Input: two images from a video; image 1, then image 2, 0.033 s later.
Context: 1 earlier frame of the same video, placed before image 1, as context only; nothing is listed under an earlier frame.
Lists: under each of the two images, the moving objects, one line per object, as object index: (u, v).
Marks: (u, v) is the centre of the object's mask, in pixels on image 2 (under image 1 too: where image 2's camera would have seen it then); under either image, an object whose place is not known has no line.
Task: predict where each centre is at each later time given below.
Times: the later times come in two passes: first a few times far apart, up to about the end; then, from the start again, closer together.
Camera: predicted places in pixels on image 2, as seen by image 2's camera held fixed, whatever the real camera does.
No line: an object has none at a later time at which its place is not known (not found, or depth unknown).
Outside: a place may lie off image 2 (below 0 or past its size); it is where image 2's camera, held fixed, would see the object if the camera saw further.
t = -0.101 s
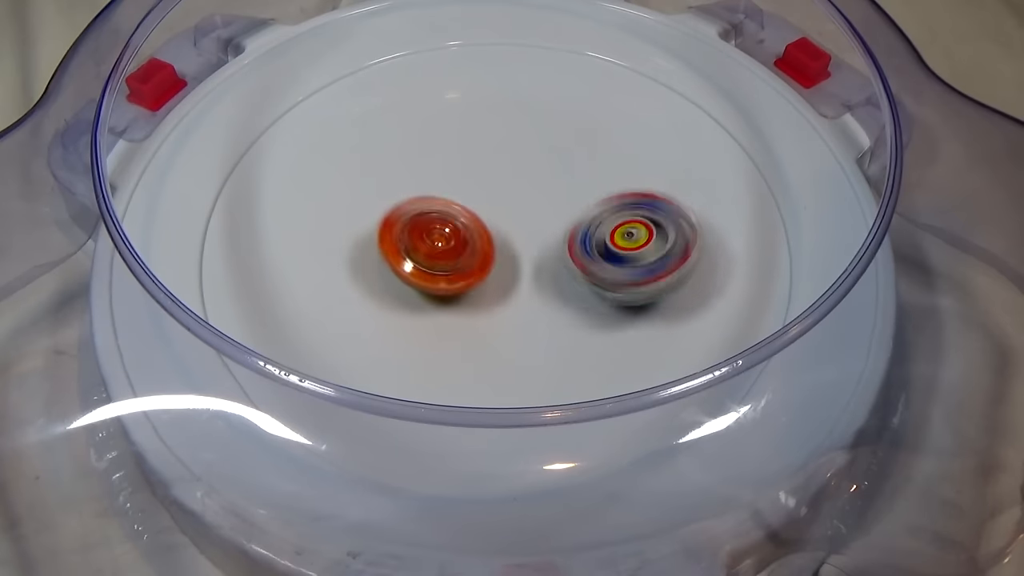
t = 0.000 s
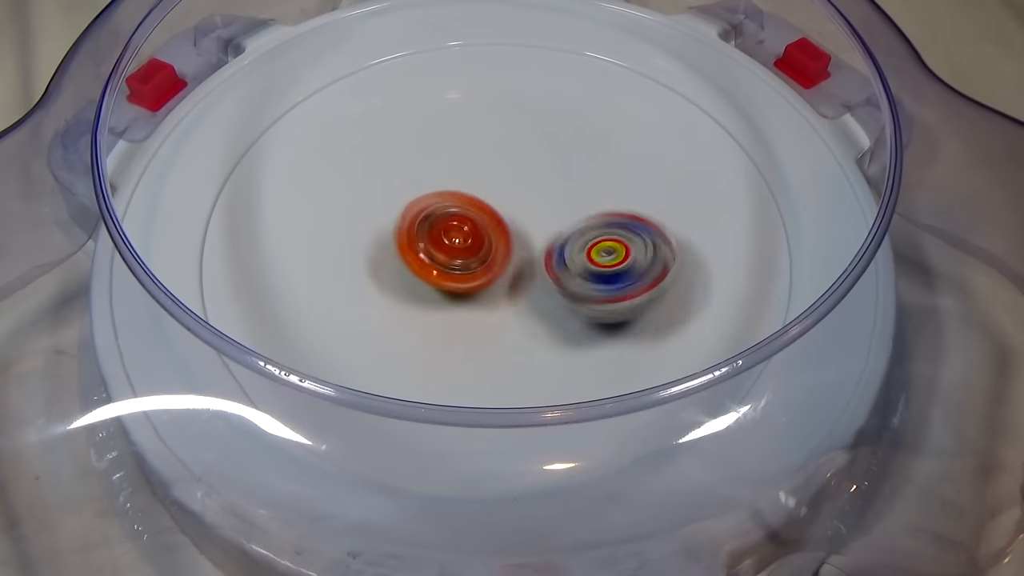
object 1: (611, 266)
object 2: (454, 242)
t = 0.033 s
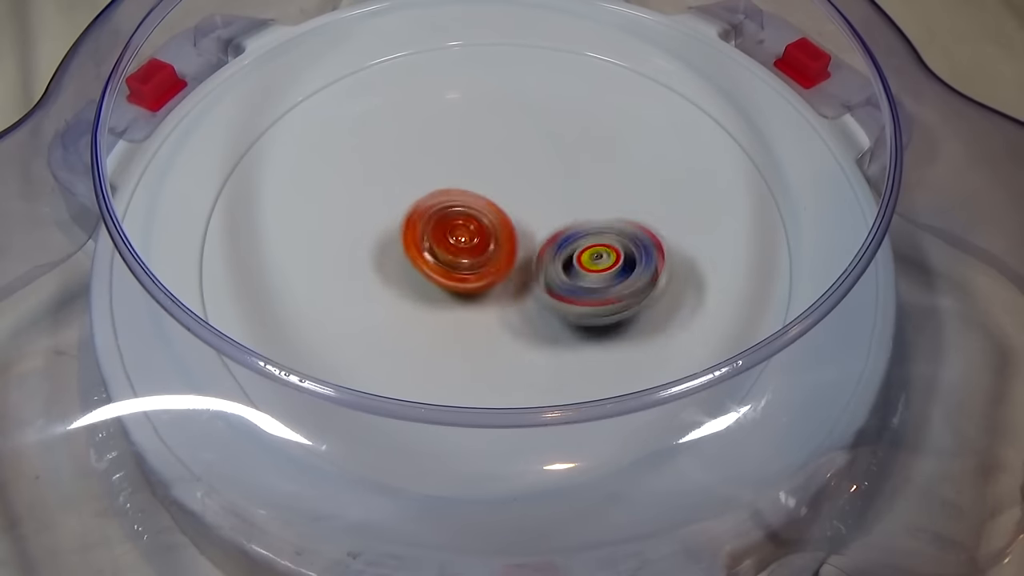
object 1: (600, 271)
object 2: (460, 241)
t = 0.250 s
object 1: (557, 308)
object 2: (458, 213)
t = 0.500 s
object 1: (478, 322)
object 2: (481, 194)
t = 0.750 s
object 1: (432, 319)
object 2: (501, 192)
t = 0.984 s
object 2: (616, 123)
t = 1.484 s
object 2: (542, 199)
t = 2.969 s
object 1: (550, 217)
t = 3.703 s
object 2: (458, 240)
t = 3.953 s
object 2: (476, 240)
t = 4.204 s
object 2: (464, 193)
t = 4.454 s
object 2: (508, 191)
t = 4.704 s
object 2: (516, 199)
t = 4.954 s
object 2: (492, 200)
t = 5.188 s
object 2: (518, 194)
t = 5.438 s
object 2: (532, 199)
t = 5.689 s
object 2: (533, 199)
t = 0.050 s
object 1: (594, 274)
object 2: (464, 241)
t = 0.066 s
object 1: (587, 276)
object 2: (466, 240)
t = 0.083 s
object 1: (587, 280)
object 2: (465, 239)
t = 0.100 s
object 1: (586, 283)
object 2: (462, 234)
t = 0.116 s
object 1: (585, 286)
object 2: (460, 230)
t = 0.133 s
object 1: (582, 290)
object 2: (458, 225)
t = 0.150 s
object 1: (580, 294)
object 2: (457, 224)
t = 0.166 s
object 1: (577, 296)
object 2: (457, 220)
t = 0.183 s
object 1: (573, 298)
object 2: (457, 219)
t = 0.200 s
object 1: (570, 301)
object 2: (457, 216)
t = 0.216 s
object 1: (565, 304)
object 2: (457, 215)
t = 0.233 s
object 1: (561, 306)
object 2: (458, 213)
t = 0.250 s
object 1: (557, 308)
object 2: (458, 213)
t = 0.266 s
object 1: (553, 310)
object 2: (460, 211)
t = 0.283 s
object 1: (547, 310)
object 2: (460, 211)
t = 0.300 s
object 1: (543, 310)
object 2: (462, 211)
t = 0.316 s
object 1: (538, 312)
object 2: (462, 210)
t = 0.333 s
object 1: (532, 313)
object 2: (464, 210)
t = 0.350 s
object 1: (527, 313)
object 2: (465, 210)
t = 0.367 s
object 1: (521, 313)
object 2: (466, 211)
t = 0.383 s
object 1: (516, 312)
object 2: (468, 210)
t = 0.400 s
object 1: (511, 311)
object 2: (469, 211)
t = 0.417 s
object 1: (505, 310)
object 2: (472, 211)
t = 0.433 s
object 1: (501, 309)
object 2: (472, 211)
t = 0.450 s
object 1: (495, 310)
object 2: (475, 211)
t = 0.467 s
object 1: (488, 316)
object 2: (476, 206)
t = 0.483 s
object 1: (482, 320)
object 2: (479, 200)
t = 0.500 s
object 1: (478, 322)
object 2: (481, 194)
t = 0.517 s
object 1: (475, 324)
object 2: (485, 190)
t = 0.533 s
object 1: (470, 324)
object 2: (486, 185)
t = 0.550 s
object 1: (467, 326)
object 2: (489, 183)
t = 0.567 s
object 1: (462, 328)
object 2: (491, 180)
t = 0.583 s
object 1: (458, 330)
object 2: (493, 180)
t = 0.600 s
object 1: (455, 330)
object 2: (494, 180)
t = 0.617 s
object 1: (452, 330)
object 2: (496, 180)
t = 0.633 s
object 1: (448, 330)
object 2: (497, 181)
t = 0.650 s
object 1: (445, 328)
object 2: (498, 183)
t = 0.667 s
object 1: (442, 327)
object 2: (499, 183)
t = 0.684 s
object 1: (438, 326)
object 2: (499, 185)
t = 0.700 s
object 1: (436, 325)
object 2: (500, 187)
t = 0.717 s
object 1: (434, 324)
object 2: (500, 188)
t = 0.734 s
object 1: (433, 322)
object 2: (501, 190)
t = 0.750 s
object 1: (432, 319)
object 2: (501, 192)
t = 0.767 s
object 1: (431, 316)
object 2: (502, 193)
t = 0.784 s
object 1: (431, 312)
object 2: (502, 195)
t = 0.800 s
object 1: (431, 308)
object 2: (503, 197)
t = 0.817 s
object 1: (430, 304)
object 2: (502, 198)
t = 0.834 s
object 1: (429, 299)
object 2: (503, 200)
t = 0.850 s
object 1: (430, 294)
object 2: (503, 202)
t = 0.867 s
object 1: (431, 289)
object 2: (504, 203)
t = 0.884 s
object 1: (431, 286)
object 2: (503, 204)
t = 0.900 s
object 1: (415, 291)
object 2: (518, 198)
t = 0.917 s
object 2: (539, 180)
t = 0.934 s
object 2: (559, 165)
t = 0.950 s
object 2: (580, 151)
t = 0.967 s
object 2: (599, 137)
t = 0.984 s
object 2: (616, 123)
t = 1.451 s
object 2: (559, 184)
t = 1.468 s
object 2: (549, 193)
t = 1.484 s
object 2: (542, 199)
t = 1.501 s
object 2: (536, 205)
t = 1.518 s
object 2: (534, 209)
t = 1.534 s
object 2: (533, 214)
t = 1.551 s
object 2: (538, 218)
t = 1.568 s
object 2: (542, 221)
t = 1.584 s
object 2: (547, 224)
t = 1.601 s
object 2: (552, 227)
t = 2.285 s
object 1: (442, 210)
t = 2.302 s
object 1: (450, 207)
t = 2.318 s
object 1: (458, 199)
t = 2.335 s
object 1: (466, 193)
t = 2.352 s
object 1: (473, 195)
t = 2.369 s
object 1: (478, 188)
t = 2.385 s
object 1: (494, 179)
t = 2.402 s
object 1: (507, 167)
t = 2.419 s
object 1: (521, 159)
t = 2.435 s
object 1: (530, 151)
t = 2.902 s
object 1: (554, 181)
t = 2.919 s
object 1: (555, 192)
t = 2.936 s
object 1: (554, 202)
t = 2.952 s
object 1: (553, 211)
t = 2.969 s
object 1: (550, 217)
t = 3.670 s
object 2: (454, 239)
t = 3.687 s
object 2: (455, 240)
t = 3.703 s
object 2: (458, 240)
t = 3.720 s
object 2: (462, 239)
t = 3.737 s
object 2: (464, 241)
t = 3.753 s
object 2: (468, 243)
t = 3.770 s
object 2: (471, 243)
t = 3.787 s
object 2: (475, 245)
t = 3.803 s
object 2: (476, 246)
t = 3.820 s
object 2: (479, 248)
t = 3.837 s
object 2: (478, 247)
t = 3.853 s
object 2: (477, 244)
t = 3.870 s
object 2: (478, 244)
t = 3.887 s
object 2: (476, 243)
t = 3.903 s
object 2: (476, 242)
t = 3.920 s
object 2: (474, 240)
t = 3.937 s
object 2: (475, 240)
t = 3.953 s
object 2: (476, 240)
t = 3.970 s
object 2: (477, 238)
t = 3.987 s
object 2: (479, 239)
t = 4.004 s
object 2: (479, 237)
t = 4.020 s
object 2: (481, 237)
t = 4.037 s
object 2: (482, 236)
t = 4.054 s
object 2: (483, 234)
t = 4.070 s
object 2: (483, 235)
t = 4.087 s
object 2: (476, 230)
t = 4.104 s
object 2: (471, 225)
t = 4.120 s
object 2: (469, 218)
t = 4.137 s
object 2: (465, 211)
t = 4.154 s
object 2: (462, 204)
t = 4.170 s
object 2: (462, 199)
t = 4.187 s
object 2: (462, 197)
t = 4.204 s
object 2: (464, 193)
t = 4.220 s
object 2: (466, 191)
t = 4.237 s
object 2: (467, 189)
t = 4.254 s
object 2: (469, 186)
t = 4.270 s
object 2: (471, 184)
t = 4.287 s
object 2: (473, 181)
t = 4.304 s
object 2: (476, 179)
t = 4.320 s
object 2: (479, 178)
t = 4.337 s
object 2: (483, 178)
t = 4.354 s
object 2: (487, 179)
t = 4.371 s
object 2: (490, 181)
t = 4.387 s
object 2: (493, 183)
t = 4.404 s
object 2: (496, 183)
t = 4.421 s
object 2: (500, 185)
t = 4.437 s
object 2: (502, 186)
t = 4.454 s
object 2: (508, 191)
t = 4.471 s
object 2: (509, 194)
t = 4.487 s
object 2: (510, 198)
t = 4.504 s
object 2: (513, 203)
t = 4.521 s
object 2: (513, 204)
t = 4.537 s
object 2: (515, 204)
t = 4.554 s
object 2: (518, 205)
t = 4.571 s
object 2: (518, 205)
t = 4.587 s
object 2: (516, 206)
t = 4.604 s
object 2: (517, 208)
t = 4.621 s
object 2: (518, 209)
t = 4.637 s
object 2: (518, 209)
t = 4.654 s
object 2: (517, 209)
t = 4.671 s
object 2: (515, 206)
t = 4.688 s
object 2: (516, 202)
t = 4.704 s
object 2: (516, 199)
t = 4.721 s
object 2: (515, 196)
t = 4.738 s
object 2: (513, 193)
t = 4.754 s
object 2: (511, 193)
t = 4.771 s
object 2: (510, 193)
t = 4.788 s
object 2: (507, 193)
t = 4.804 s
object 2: (504, 192)
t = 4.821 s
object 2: (503, 192)
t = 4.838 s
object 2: (502, 194)
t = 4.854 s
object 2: (499, 196)
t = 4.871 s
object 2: (496, 197)
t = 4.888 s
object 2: (494, 197)
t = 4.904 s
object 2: (493, 196)
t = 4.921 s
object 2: (493, 197)
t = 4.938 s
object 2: (492, 199)
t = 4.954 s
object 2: (492, 200)
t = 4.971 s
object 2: (494, 200)
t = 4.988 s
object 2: (496, 202)
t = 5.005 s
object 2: (496, 202)
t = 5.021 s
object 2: (497, 203)
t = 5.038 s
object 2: (495, 202)
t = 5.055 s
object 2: (498, 200)
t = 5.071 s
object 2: (500, 199)
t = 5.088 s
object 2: (503, 199)
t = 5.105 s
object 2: (506, 197)
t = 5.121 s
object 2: (511, 195)
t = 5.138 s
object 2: (513, 193)
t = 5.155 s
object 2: (515, 193)
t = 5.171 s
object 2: (516, 193)
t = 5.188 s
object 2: (518, 194)
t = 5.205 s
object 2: (517, 196)
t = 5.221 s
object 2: (514, 197)
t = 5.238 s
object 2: (513, 197)
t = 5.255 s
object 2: (512, 196)
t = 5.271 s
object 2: (512, 195)
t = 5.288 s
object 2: (512, 195)
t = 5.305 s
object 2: (514, 195)
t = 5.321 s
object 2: (515, 196)
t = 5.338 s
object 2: (517, 196)
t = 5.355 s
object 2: (520, 196)
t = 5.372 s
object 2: (522, 196)
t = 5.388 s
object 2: (524, 197)
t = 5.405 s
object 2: (528, 200)
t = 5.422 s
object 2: (531, 200)
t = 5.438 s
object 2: (532, 199)
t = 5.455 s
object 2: (533, 200)
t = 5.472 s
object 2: (533, 198)
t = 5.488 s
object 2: (532, 199)
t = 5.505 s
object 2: (532, 199)
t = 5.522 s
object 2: (532, 199)
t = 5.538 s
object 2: (533, 199)
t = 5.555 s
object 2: (533, 199)
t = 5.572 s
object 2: (533, 199)
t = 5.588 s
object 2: (533, 199)
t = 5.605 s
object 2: (533, 199)
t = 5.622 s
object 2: (533, 200)
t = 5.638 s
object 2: (533, 200)
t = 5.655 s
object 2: (533, 199)
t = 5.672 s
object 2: (533, 200)
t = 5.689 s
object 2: (533, 199)
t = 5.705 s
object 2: (533, 200)
